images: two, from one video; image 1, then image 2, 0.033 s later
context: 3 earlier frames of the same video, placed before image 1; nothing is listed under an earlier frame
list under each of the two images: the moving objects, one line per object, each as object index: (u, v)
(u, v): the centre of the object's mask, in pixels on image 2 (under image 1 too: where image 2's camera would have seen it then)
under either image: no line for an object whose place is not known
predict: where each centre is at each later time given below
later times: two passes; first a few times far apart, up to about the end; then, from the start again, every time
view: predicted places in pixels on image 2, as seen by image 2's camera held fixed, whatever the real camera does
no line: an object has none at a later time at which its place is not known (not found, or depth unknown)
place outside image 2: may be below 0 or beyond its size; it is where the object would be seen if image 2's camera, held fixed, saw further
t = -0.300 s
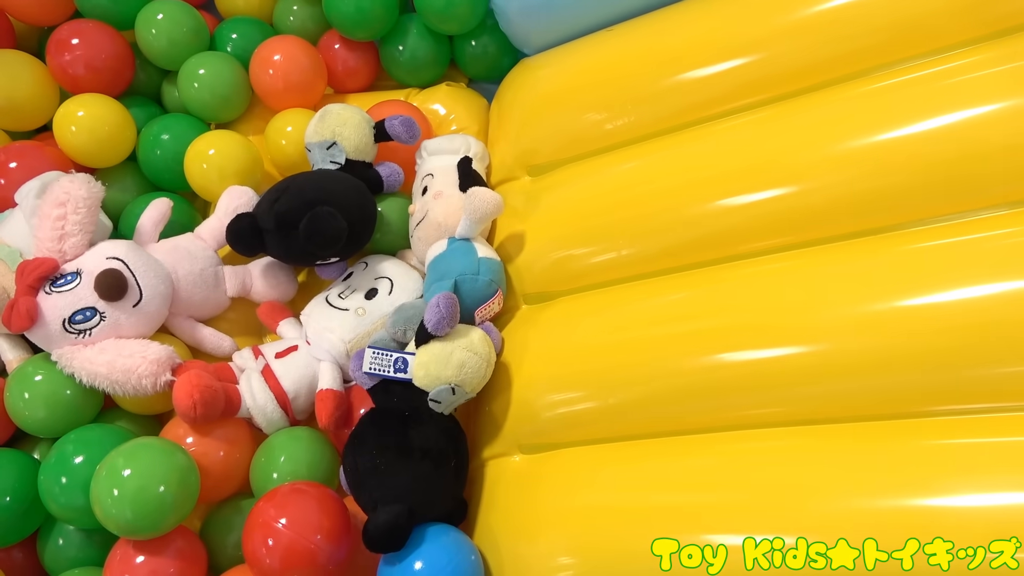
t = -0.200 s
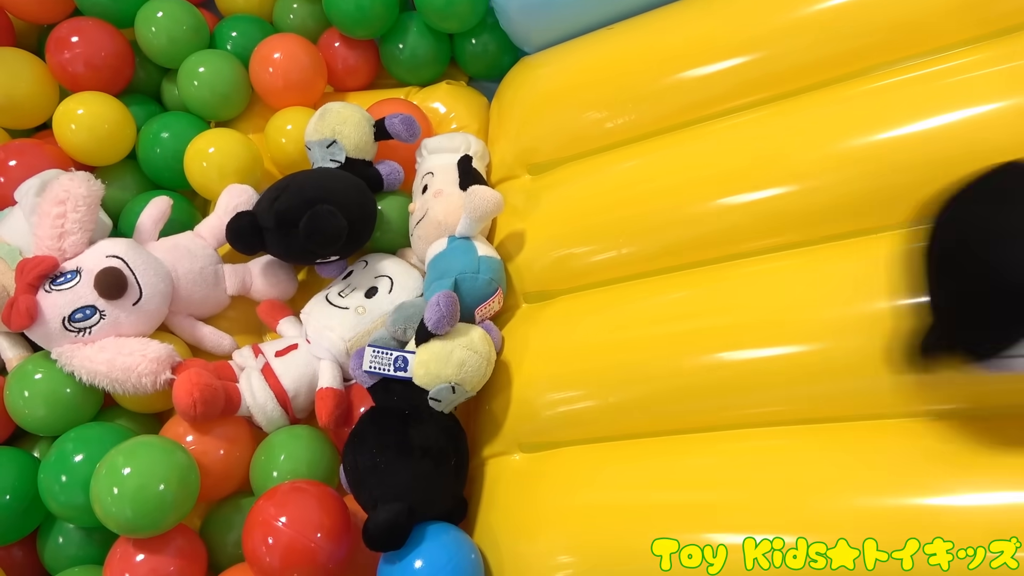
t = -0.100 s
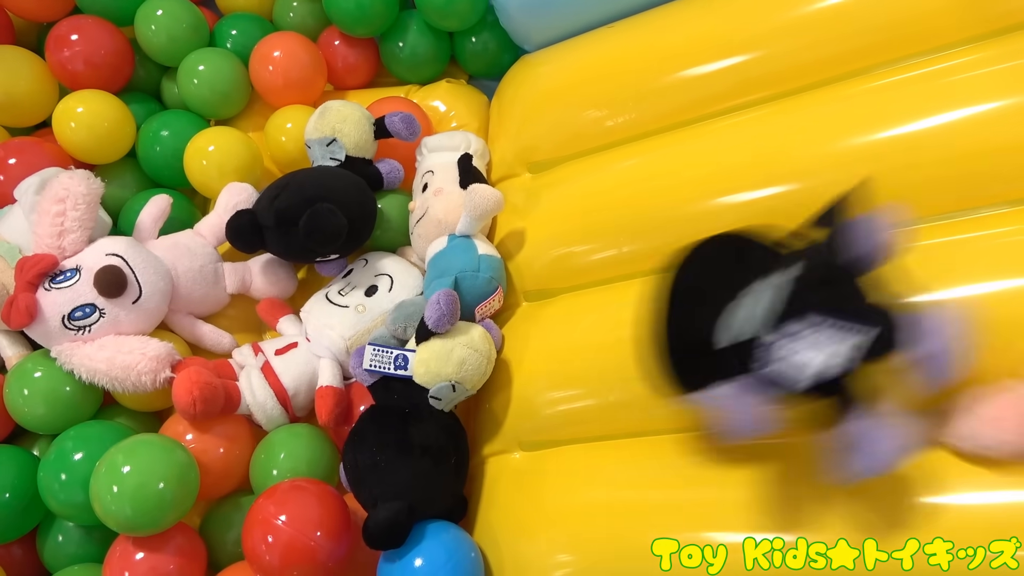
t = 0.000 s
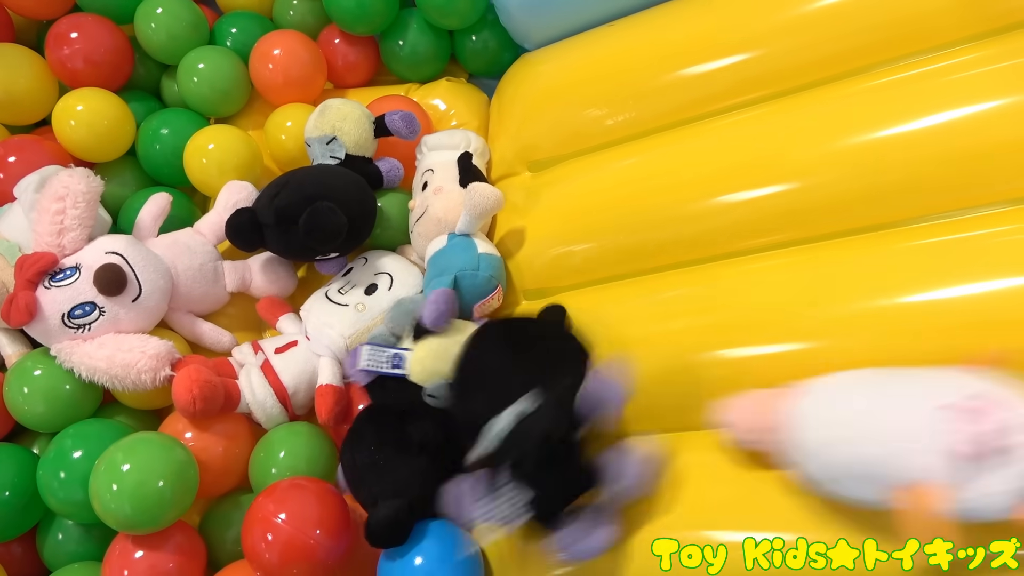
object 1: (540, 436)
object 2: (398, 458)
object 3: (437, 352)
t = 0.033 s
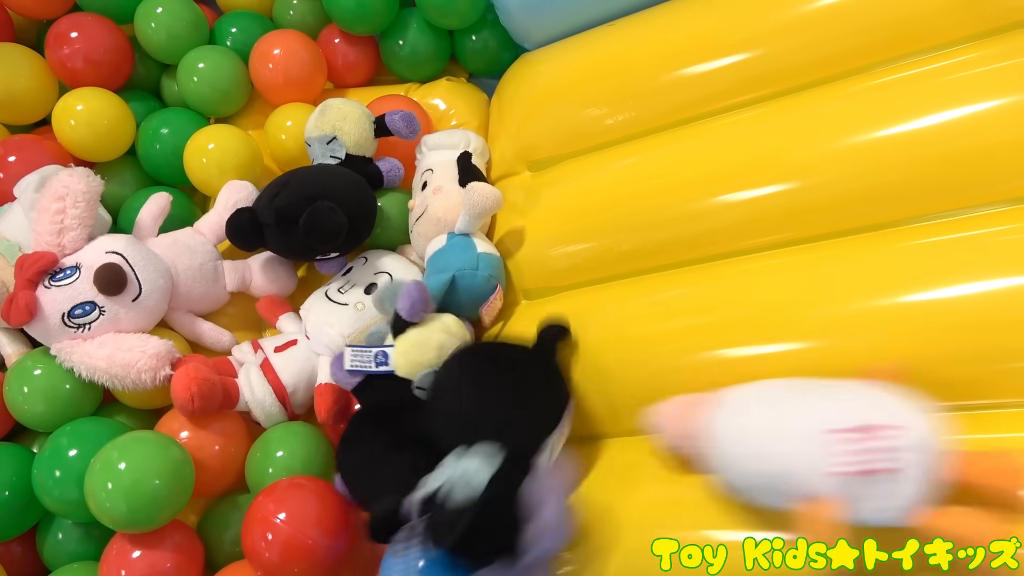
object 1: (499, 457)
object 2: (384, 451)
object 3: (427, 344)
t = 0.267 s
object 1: (479, 485)
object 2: (367, 455)
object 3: (434, 351)
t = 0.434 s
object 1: (479, 487)
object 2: (367, 455)
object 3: (434, 351)
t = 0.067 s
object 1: (483, 477)
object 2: (371, 456)
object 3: (433, 353)
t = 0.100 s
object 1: (484, 483)
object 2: (372, 456)
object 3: (444, 356)
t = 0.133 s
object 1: (476, 486)
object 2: (364, 460)
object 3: (434, 356)
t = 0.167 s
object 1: (475, 484)
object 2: (363, 456)
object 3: (428, 350)
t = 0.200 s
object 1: (478, 484)
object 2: (365, 456)
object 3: (431, 351)
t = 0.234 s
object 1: (479, 485)
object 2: (367, 455)
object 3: (435, 351)
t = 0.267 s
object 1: (479, 485)
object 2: (367, 455)
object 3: (434, 351)
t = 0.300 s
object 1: (479, 485)
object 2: (367, 455)
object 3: (434, 351)
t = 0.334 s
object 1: (479, 486)
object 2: (367, 455)
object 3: (434, 351)
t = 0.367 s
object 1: (479, 486)
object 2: (367, 455)
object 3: (434, 351)
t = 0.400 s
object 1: (479, 486)
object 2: (367, 455)
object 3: (434, 351)
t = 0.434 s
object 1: (479, 487)
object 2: (367, 455)
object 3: (434, 351)
